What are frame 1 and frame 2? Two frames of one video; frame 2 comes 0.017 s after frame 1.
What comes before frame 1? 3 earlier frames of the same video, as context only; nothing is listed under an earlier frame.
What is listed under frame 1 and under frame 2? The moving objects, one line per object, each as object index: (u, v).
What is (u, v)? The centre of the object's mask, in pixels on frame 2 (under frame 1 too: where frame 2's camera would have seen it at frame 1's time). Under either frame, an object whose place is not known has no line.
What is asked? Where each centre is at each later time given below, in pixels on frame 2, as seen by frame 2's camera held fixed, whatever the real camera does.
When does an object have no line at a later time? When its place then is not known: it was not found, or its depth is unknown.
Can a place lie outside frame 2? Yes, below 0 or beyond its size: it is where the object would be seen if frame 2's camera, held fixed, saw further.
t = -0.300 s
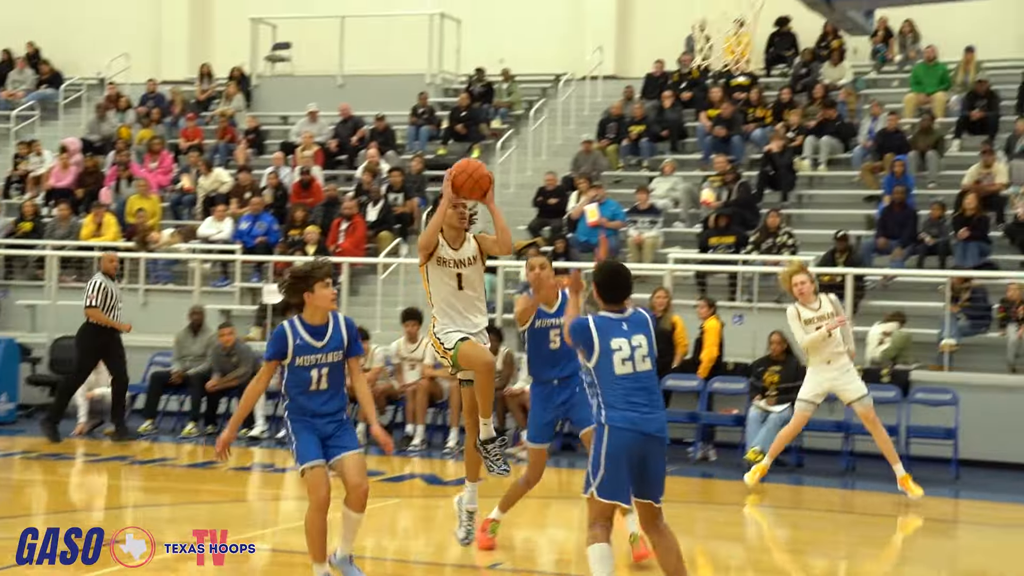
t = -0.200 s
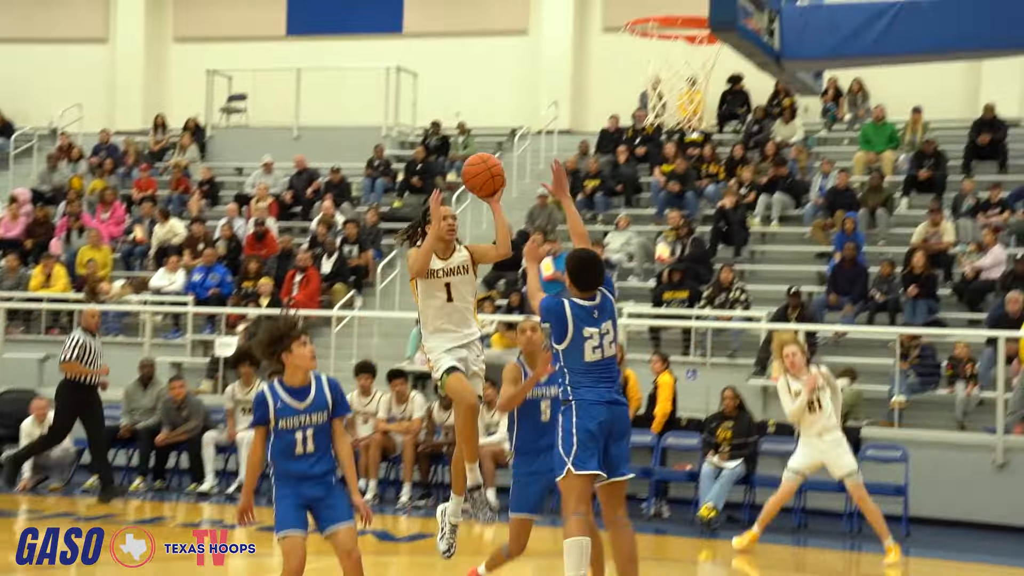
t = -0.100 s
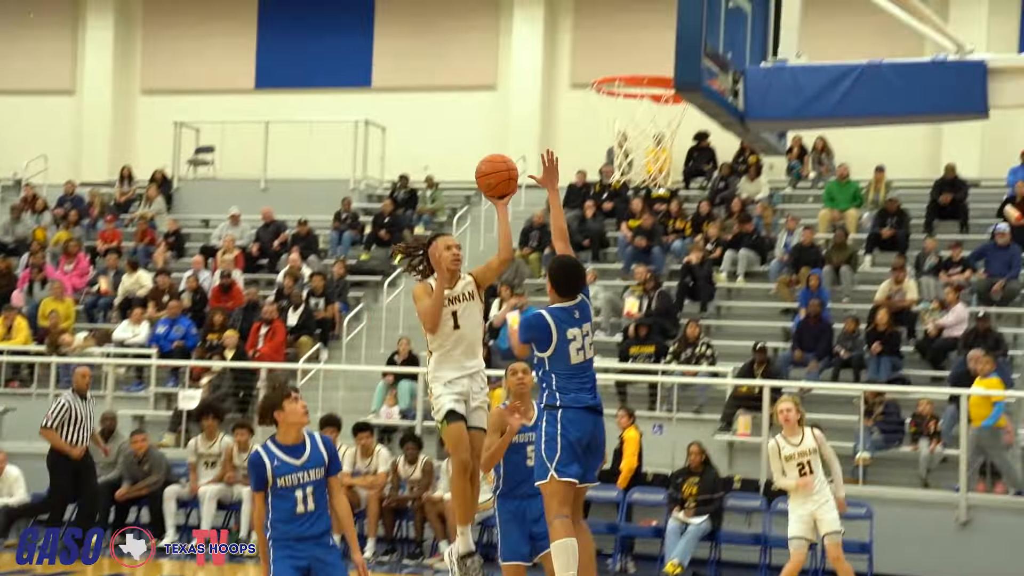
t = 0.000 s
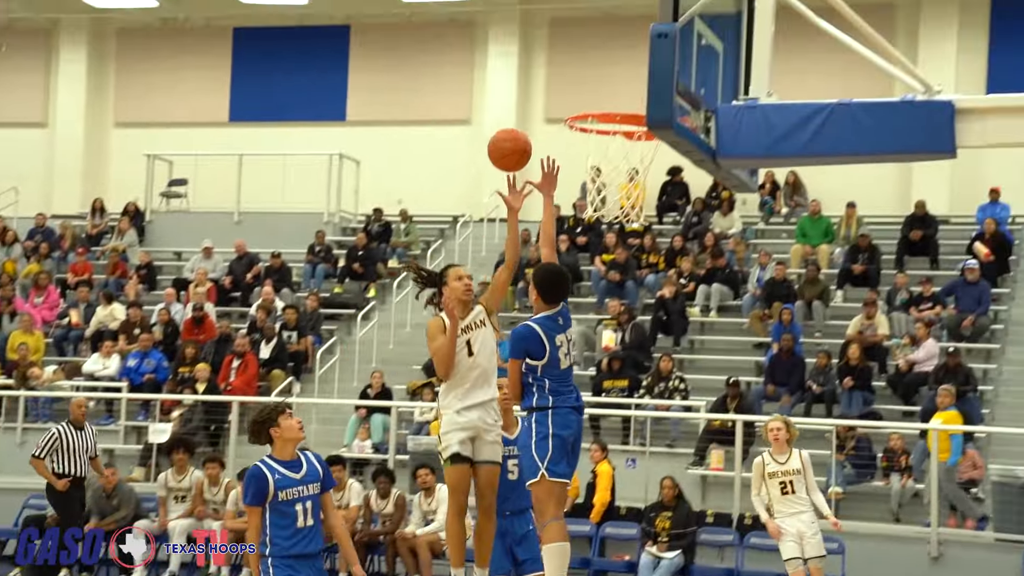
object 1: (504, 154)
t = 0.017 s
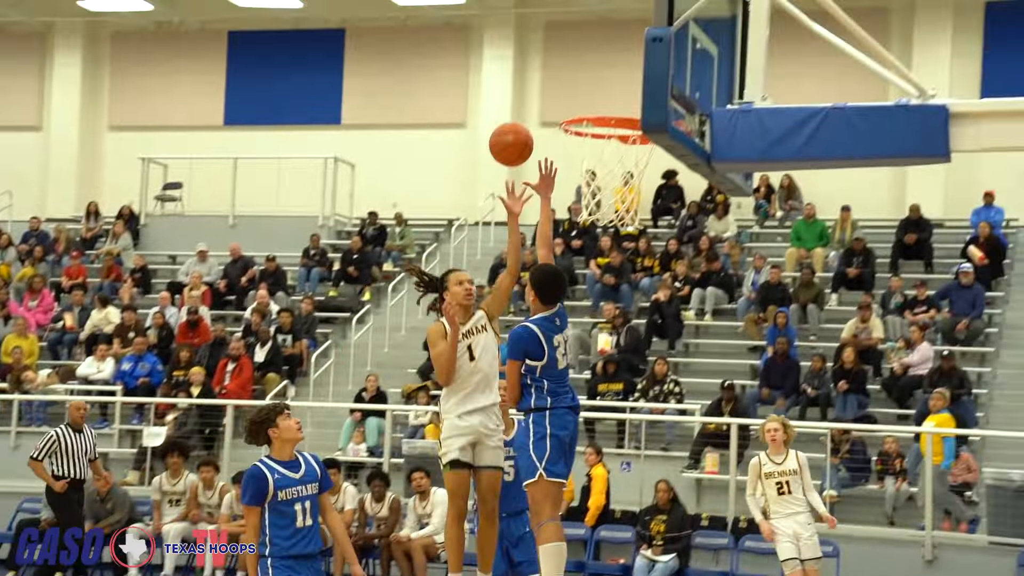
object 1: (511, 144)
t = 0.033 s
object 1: (518, 135)
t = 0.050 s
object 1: (525, 126)
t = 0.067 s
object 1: (531, 118)
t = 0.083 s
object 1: (539, 110)
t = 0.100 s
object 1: (546, 103)
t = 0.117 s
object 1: (553, 96)
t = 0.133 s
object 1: (560, 90)
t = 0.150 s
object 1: (567, 84)
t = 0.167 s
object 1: (574, 78)
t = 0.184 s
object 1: (582, 73)
